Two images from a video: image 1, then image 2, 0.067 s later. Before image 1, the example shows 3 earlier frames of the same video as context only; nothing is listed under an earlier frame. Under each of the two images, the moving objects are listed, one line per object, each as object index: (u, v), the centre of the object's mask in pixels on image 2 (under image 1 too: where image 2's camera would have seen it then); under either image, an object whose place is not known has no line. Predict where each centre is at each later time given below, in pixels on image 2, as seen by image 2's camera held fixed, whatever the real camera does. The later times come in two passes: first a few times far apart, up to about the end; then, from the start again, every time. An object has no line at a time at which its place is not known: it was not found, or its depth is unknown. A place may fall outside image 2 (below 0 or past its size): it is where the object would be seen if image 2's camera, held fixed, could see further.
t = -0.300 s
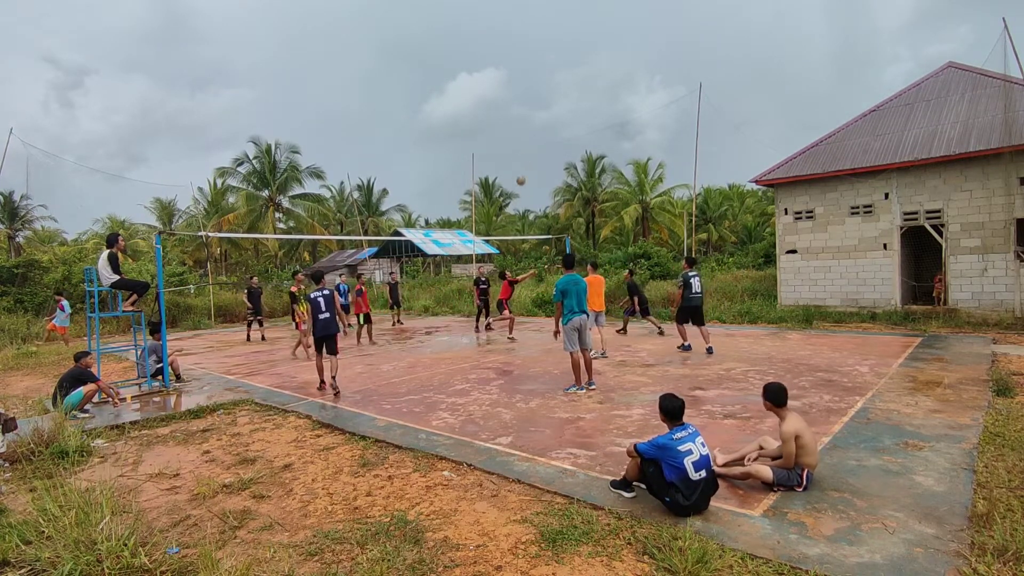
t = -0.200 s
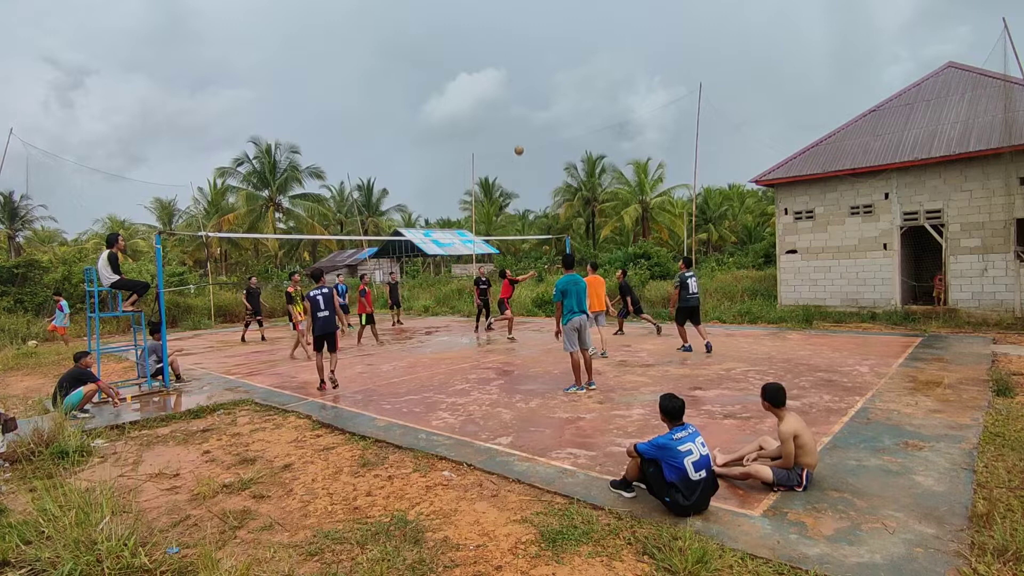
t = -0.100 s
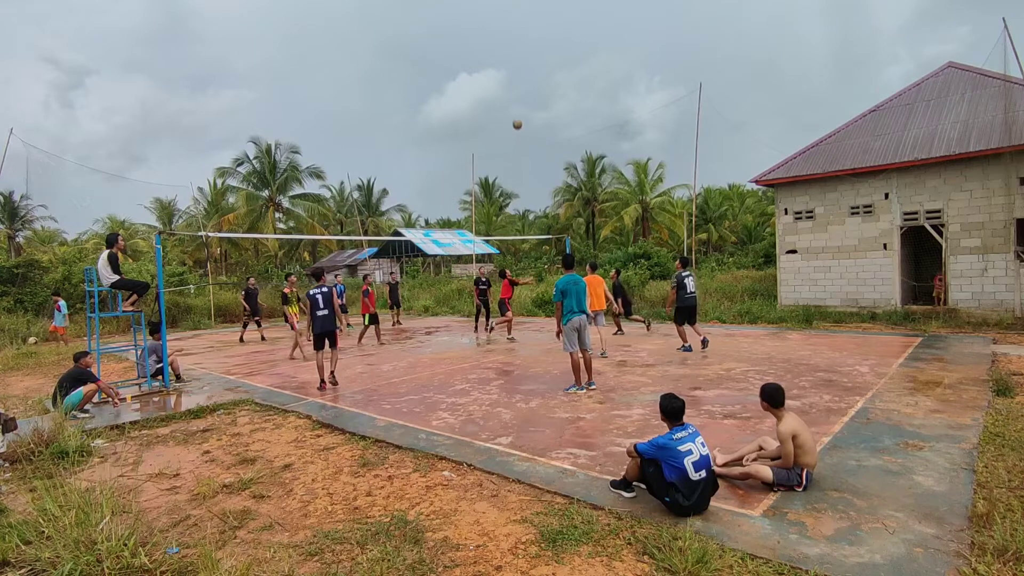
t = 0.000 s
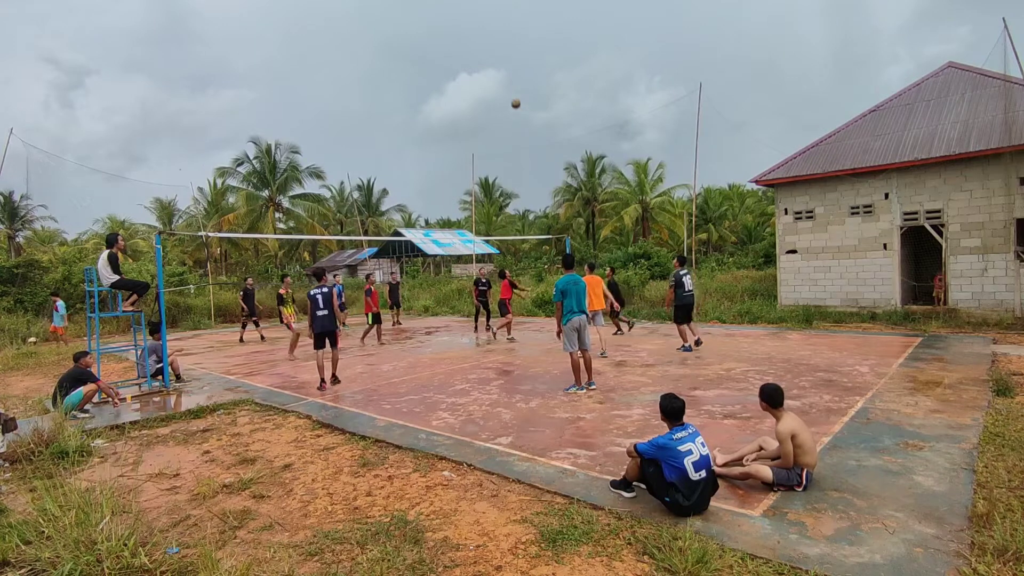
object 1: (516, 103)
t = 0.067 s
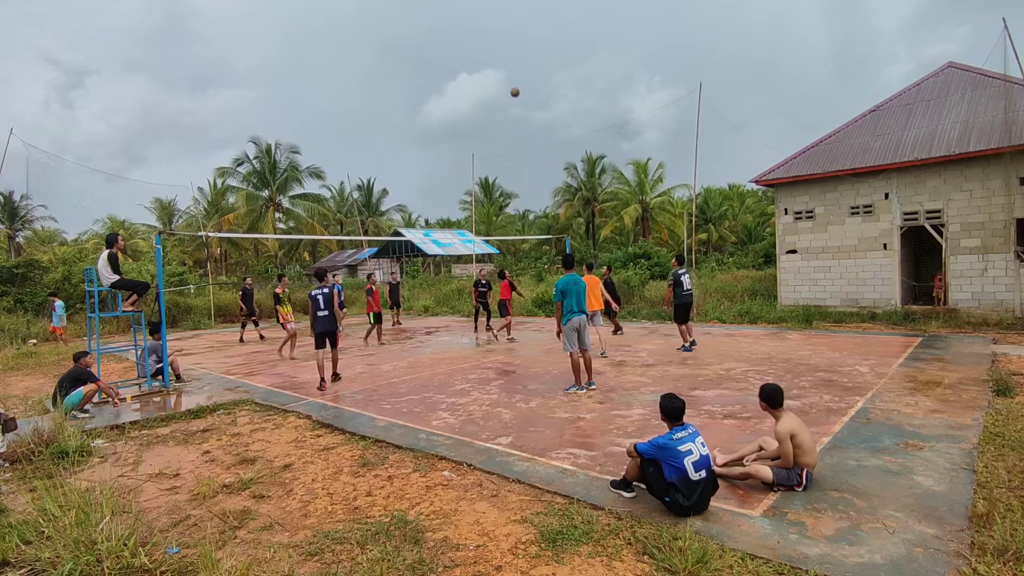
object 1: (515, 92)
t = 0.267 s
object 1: (512, 70)
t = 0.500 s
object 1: (511, 67)
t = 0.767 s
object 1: (511, 93)
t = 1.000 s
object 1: (512, 142)
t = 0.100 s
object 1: (514, 87)
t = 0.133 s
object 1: (514, 83)
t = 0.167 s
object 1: (514, 79)
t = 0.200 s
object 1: (513, 75)
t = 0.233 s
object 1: (513, 73)
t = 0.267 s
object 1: (512, 70)
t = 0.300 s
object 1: (512, 68)
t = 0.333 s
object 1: (512, 67)
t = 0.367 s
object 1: (512, 66)
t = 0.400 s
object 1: (512, 65)
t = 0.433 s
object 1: (512, 66)
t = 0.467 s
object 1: (511, 66)
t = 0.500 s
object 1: (511, 67)
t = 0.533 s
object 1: (511, 68)
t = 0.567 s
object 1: (511, 71)
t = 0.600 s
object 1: (511, 73)
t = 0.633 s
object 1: (511, 76)
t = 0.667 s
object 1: (511, 80)
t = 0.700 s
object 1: (511, 84)
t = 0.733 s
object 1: (511, 89)
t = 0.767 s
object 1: (511, 93)
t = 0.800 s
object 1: (511, 99)
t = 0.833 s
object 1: (511, 105)
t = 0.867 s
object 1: (511, 112)
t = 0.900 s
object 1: (511, 118)
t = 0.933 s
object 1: (512, 126)
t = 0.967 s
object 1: (512, 134)
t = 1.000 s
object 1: (512, 142)
